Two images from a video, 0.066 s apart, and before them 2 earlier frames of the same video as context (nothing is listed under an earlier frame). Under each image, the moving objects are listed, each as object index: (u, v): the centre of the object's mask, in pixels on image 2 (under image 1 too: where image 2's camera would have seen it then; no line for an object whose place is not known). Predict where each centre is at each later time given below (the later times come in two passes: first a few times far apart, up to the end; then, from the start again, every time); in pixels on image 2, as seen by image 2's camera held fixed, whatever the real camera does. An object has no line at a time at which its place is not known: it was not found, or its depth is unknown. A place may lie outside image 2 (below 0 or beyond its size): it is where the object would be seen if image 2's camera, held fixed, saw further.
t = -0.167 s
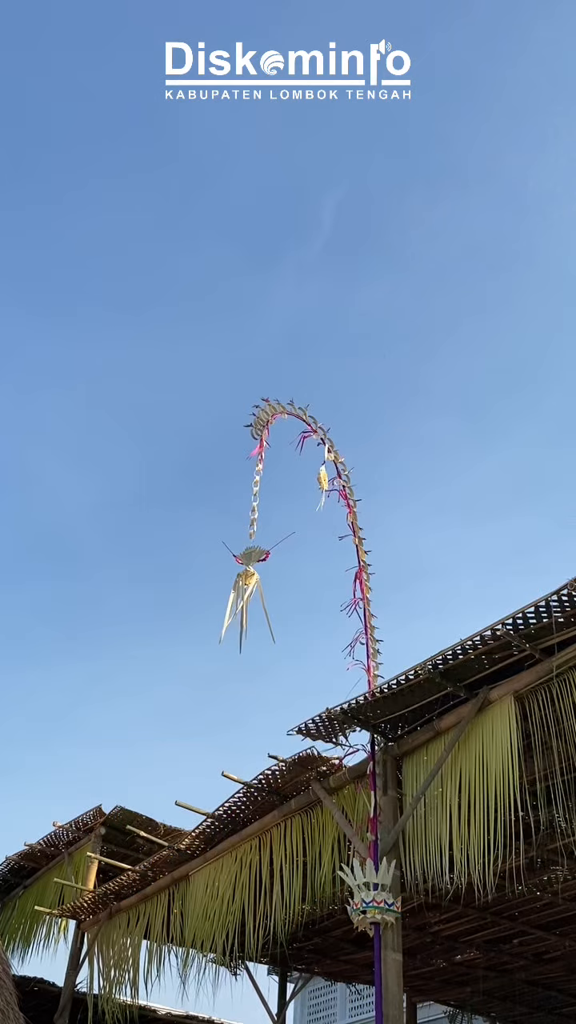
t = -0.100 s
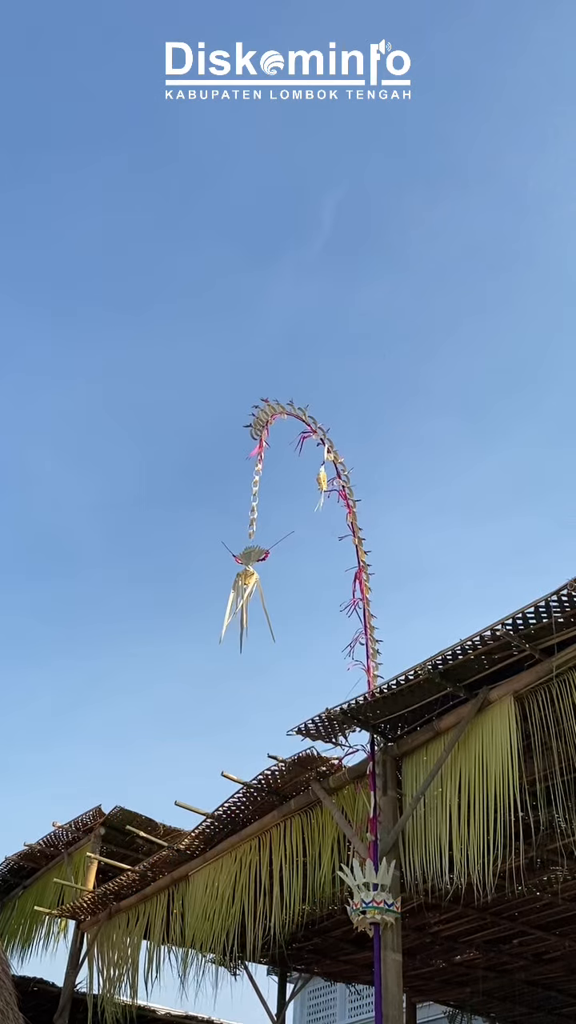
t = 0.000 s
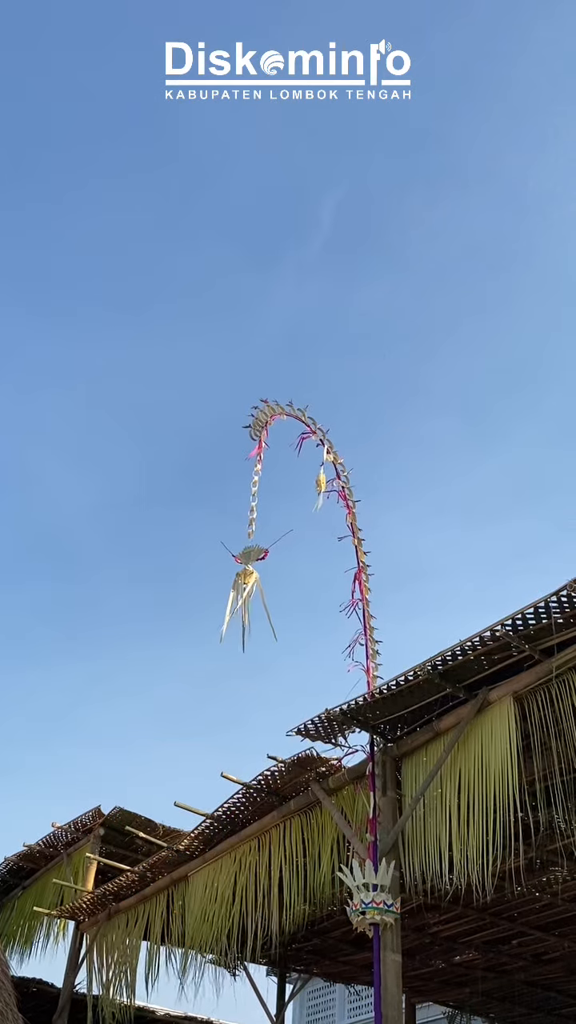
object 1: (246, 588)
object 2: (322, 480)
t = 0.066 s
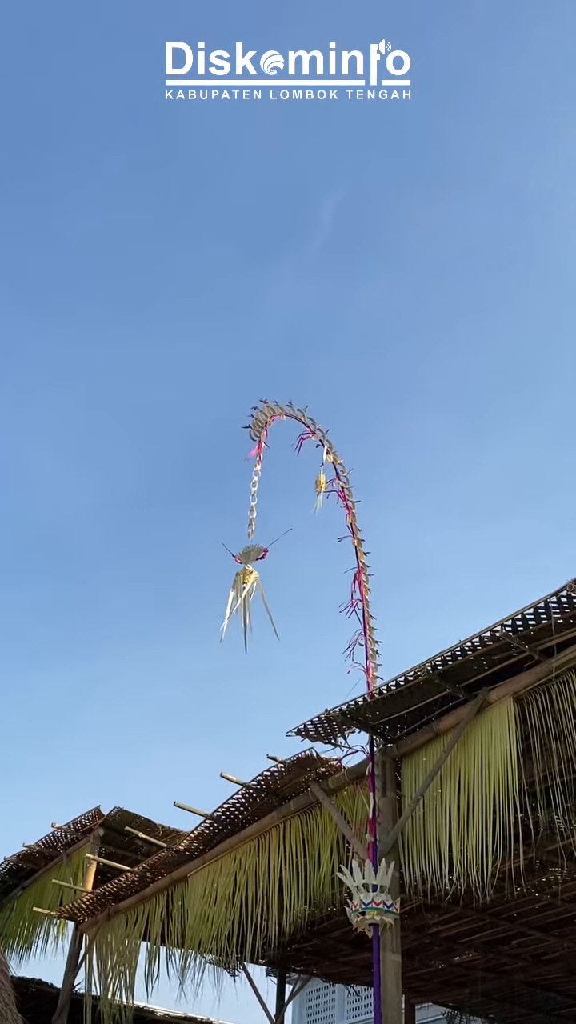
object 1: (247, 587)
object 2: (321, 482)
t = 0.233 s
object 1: (248, 585)
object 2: (322, 483)
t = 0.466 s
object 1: (251, 582)
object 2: (325, 480)
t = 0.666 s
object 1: (252, 583)
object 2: (328, 477)
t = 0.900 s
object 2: (329, 477)
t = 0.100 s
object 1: (247, 587)
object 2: (321, 483)
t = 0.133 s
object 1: (247, 586)
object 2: (321, 483)
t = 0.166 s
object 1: (247, 586)
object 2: (321, 483)
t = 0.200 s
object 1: (248, 585)
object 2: (321, 483)
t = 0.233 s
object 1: (248, 585)
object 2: (322, 483)
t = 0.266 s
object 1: (248, 584)
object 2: (322, 484)
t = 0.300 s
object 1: (249, 584)
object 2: (323, 480)
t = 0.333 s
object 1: (249, 584)
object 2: (323, 480)
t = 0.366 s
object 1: (250, 583)
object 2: (323, 481)
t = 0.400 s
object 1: (250, 583)
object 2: (324, 480)
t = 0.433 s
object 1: (251, 582)
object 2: (325, 481)
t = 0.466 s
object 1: (251, 582)
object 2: (325, 480)
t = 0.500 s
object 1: (251, 582)
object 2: (326, 480)
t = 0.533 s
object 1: (251, 583)
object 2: (326, 480)
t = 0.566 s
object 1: (251, 583)
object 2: (326, 479)
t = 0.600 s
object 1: (251, 583)
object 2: (327, 479)
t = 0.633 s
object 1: (252, 583)
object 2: (328, 478)
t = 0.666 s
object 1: (252, 583)
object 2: (328, 477)
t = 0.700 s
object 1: (253, 582)
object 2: (328, 478)
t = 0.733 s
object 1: (250, 582)
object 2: (329, 477)
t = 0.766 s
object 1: (250, 582)
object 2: (329, 477)
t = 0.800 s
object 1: (250, 582)
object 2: (329, 477)
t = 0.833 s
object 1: (250, 582)
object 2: (329, 477)
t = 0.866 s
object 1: (251, 582)
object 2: (329, 477)
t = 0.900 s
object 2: (329, 477)
